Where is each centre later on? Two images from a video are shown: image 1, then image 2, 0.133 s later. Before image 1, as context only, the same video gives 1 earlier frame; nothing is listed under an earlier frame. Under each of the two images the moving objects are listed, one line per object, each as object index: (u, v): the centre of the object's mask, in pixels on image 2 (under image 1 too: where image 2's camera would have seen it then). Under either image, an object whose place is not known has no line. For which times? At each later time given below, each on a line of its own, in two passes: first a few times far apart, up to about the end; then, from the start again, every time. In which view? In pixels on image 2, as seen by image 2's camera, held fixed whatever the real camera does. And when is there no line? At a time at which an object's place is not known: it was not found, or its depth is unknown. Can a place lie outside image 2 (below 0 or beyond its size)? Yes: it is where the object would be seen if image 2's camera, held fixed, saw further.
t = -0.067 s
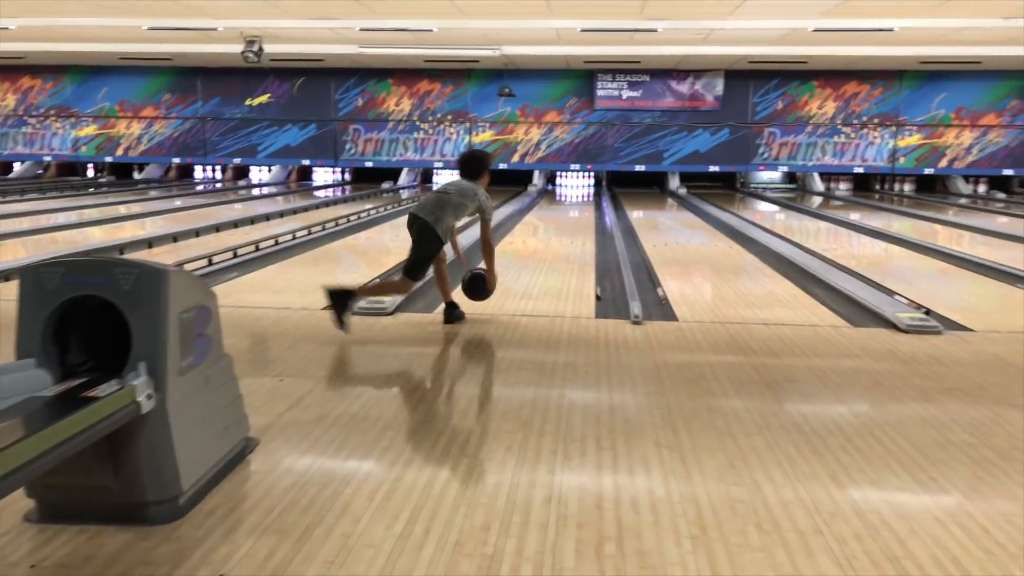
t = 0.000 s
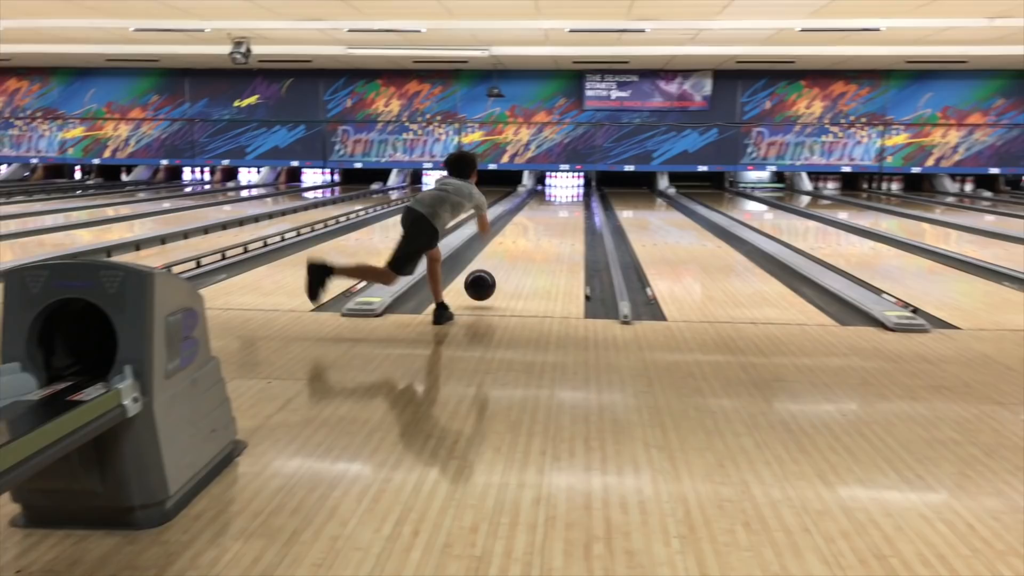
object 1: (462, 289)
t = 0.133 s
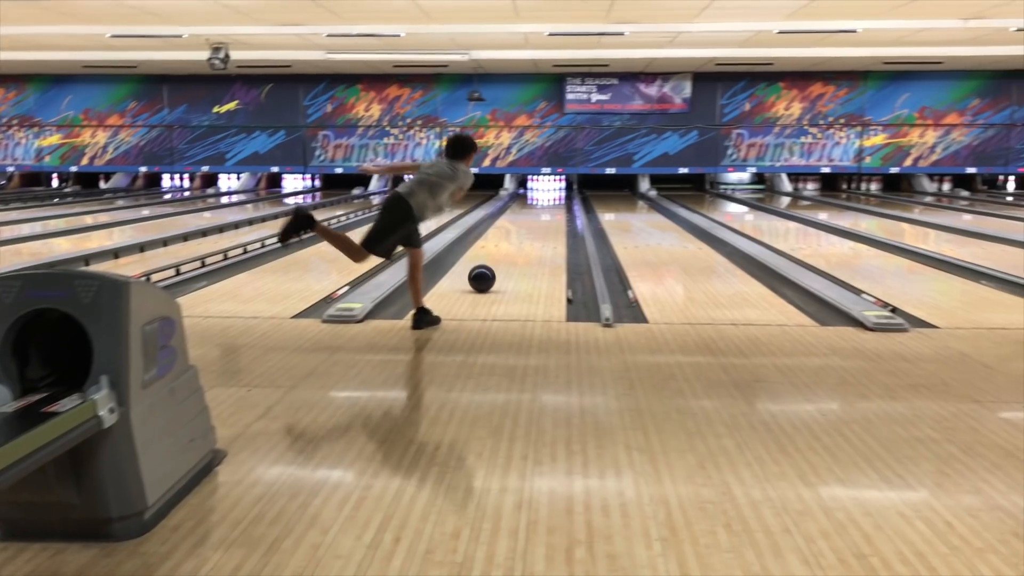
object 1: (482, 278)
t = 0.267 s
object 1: (497, 264)
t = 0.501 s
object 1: (517, 245)
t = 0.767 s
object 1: (532, 231)
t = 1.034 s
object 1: (543, 220)
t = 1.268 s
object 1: (549, 213)
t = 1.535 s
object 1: (555, 207)
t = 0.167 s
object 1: (486, 274)
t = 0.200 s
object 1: (490, 271)
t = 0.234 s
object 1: (493, 267)
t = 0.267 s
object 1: (497, 264)
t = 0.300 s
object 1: (500, 261)
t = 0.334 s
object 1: (503, 258)
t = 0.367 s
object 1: (506, 255)
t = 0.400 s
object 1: (509, 253)
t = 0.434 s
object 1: (512, 250)
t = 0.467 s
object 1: (514, 248)
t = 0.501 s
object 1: (517, 245)
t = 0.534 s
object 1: (519, 243)
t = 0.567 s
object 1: (521, 241)
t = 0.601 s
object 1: (523, 239)
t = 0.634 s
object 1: (525, 237)
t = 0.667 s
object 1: (527, 235)
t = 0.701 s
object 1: (529, 234)
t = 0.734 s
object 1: (530, 232)
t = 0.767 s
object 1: (532, 231)
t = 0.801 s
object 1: (534, 229)
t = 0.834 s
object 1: (535, 228)
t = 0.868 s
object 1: (536, 227)
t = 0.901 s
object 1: (538, 225)
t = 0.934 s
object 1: (539, 224)
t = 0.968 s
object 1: (540, 223)
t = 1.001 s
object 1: (541, 221)
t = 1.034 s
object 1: (543, 220)
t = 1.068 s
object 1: (544, 219)
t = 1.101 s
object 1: (545, 218)
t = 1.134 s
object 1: (546, 217)
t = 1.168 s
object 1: (547, 216)
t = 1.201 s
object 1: (548, 215)
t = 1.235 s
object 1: (549, 214)
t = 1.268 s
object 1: (549, 213)
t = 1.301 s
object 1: (550, 212)
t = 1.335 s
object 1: (551, 211)
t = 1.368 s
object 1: (552, 210)
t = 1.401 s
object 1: (552, 210)
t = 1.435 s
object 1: (553, 209)
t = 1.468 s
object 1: (554, 208)
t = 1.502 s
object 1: (554, 207)
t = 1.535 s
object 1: (555, 207)
